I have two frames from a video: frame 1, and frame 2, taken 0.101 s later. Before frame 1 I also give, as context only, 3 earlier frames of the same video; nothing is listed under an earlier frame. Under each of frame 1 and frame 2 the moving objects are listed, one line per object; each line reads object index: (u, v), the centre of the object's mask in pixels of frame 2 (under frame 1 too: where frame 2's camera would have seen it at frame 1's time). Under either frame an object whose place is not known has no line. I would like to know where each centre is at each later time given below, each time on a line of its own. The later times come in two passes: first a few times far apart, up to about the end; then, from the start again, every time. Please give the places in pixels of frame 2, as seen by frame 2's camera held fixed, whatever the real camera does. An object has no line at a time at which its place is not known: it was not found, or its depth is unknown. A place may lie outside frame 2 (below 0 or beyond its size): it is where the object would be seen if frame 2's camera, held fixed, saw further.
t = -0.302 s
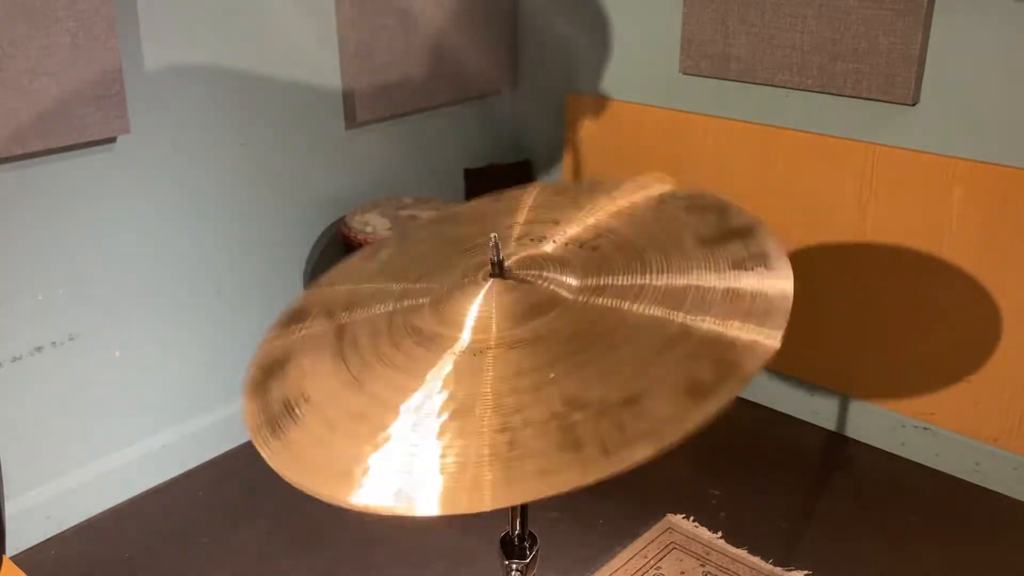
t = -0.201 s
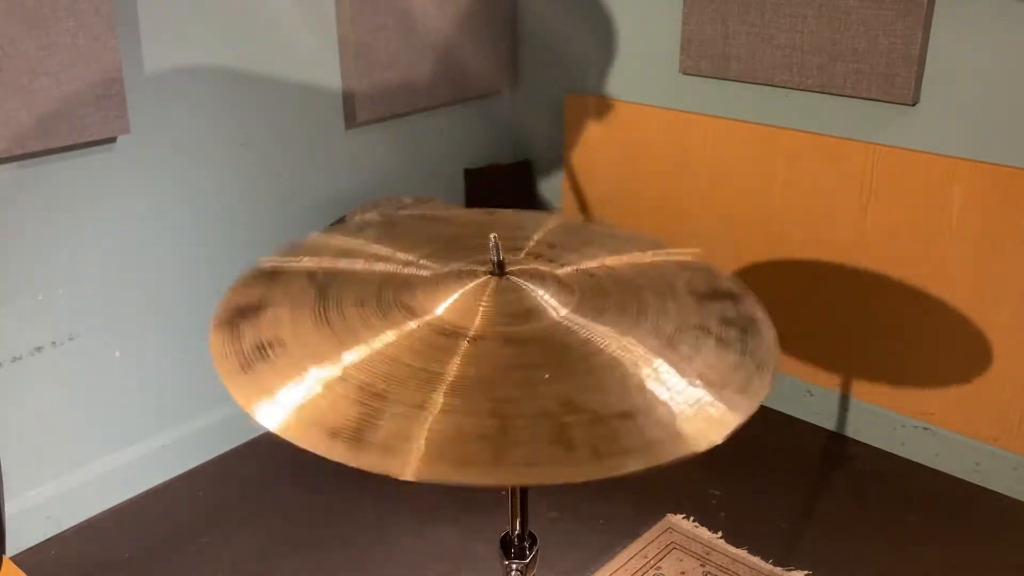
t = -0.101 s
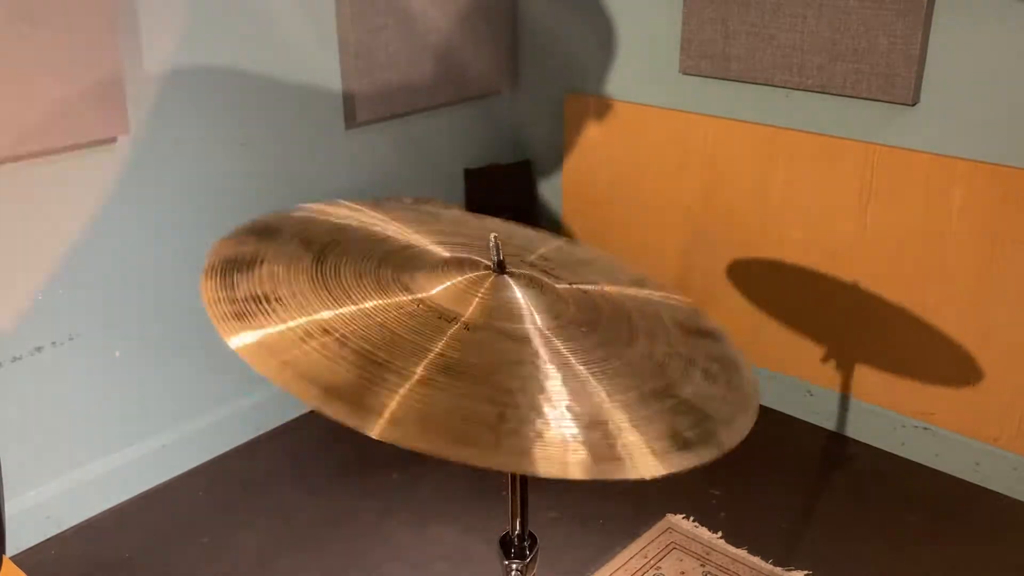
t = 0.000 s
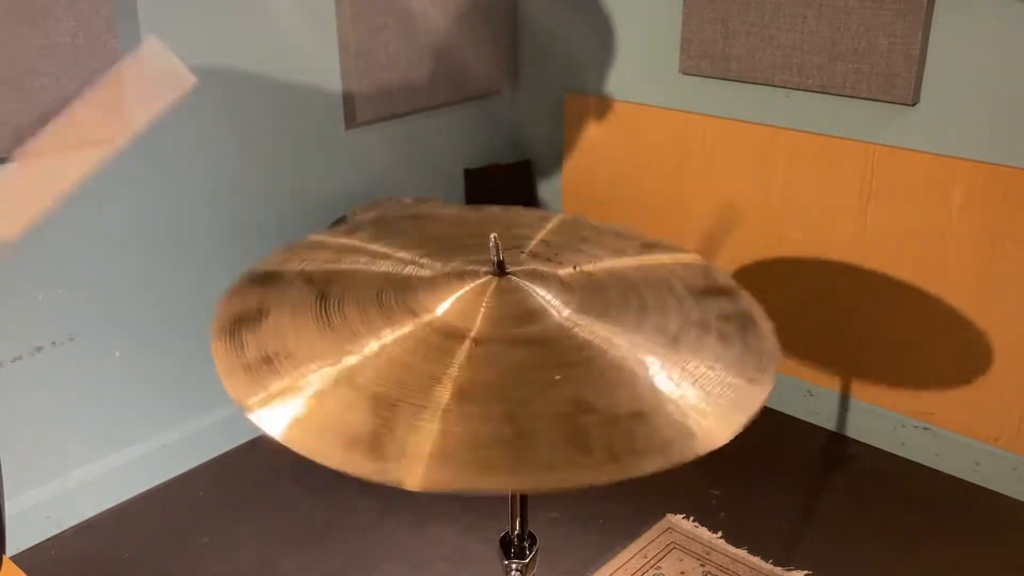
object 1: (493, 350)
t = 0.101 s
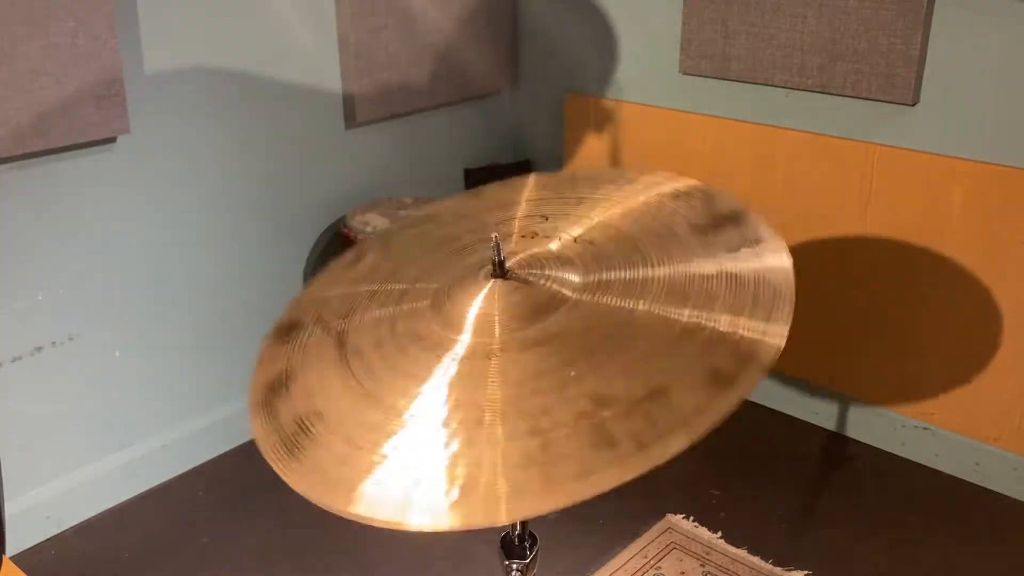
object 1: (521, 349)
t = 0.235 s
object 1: (537, 337)
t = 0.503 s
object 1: (491, 346)
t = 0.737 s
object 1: (483, 342)
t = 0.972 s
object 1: (514, 349)
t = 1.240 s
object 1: (526, 345)
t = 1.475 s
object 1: (492, 347)
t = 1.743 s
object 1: (491, 349)
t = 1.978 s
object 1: (524, 346)
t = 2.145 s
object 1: (519, 348)
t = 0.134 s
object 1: (528, 345)
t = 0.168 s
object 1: (532, 341)
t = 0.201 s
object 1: (537, 337)
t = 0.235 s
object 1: (537, 337)
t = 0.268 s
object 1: (534, 339)
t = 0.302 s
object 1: (528, 343)
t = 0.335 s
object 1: (522, 347)
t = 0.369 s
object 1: (517, 349)
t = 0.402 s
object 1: (508, 350)
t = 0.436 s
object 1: (501, 349)
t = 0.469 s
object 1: (496, 348)
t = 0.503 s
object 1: (491, 346)
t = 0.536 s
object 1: (487, 344)
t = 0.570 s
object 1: (483, 342)
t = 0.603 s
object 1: (480, 340)
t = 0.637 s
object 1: (482, 340)
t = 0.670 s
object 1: (480, 340)
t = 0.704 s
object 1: (481, 341)
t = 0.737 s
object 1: (483, 342)
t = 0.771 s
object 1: (484, 345)
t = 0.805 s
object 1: (487, 347)
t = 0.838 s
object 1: (491, 350)
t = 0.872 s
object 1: (495, 351)
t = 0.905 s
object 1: (502, 351)
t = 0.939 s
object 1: (509, 350)
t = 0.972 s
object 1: (514, 349)
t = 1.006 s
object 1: (521, 347)
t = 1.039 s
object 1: (525, 345)
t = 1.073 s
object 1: (527, 343)
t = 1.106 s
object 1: (530, 343)
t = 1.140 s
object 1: (530, 342)
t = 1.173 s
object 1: (530, 342)
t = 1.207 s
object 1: (528, 344)
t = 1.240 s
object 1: (526, 345)
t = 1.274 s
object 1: (521, 347)
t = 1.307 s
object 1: (516, 348)
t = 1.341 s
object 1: (511, 349)
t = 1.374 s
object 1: (505, 349)
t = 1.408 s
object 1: (500, 349)
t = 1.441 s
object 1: (495, 349)
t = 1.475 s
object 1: (492, 347)
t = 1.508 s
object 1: (489, 346)
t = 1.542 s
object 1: (487, 345)
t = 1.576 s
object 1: (485, 346)
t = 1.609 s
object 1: (485, 345)
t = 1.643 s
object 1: (485, 346)
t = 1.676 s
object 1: (485, 347)
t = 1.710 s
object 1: (489, 347)
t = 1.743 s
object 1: (491, 349)
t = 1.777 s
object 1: (495, 350)
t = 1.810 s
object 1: (500, 350)
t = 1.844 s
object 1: (507, 352)
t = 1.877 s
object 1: (512, 351)
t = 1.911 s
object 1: (517, 349)
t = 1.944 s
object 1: (520, 348)
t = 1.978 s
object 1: (524, 346)
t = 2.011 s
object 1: (525, 346)
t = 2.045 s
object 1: (525, 345)
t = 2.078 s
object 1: (523, 346)
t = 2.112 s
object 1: (522, 346)
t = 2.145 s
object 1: (519, 348)
